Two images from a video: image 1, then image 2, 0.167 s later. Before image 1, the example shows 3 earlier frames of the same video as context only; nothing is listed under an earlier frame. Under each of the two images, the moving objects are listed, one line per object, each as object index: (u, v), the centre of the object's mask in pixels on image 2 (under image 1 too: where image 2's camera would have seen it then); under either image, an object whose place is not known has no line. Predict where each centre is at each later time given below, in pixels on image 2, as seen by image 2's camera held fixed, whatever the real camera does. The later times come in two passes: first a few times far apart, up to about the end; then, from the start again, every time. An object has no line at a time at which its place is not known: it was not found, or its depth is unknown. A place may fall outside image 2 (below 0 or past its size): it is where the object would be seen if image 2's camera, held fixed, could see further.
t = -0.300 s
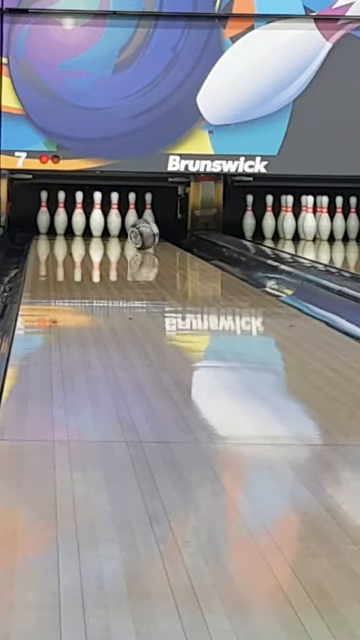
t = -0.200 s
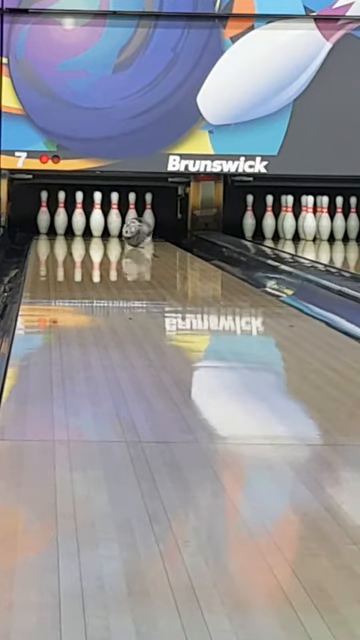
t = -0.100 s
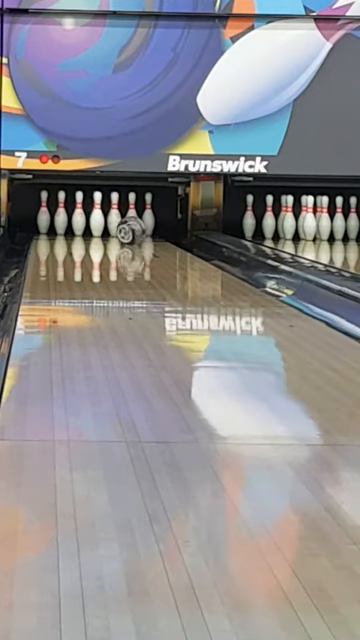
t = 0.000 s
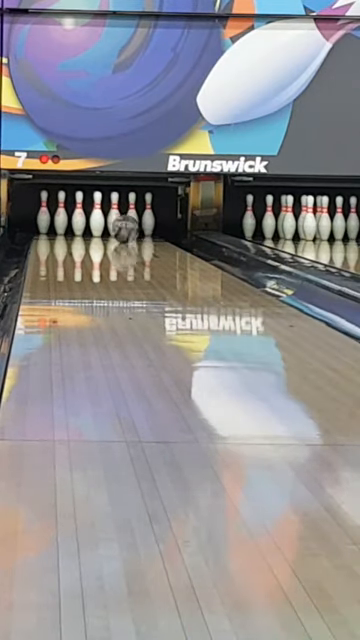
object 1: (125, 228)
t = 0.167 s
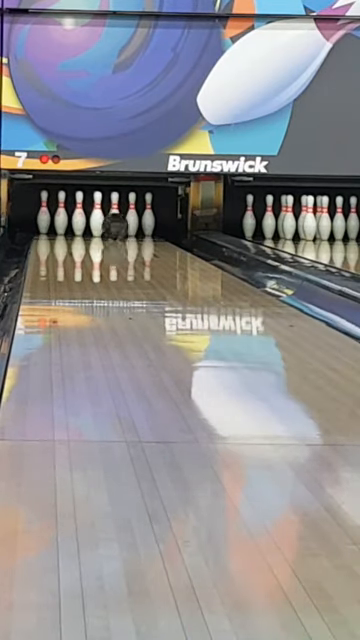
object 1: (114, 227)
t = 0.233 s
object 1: (111, 225)
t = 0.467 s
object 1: (102, 224)
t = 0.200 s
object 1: (113, 227)
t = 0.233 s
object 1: (111, 225)
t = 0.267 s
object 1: (109, 225)
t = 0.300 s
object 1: (107, 225)
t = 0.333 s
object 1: (105, 224)
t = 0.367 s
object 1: (105, 224)
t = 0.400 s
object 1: (104, 224)
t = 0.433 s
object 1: (103, 224)
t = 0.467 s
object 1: (102, 224)
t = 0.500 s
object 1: (102, 224)
